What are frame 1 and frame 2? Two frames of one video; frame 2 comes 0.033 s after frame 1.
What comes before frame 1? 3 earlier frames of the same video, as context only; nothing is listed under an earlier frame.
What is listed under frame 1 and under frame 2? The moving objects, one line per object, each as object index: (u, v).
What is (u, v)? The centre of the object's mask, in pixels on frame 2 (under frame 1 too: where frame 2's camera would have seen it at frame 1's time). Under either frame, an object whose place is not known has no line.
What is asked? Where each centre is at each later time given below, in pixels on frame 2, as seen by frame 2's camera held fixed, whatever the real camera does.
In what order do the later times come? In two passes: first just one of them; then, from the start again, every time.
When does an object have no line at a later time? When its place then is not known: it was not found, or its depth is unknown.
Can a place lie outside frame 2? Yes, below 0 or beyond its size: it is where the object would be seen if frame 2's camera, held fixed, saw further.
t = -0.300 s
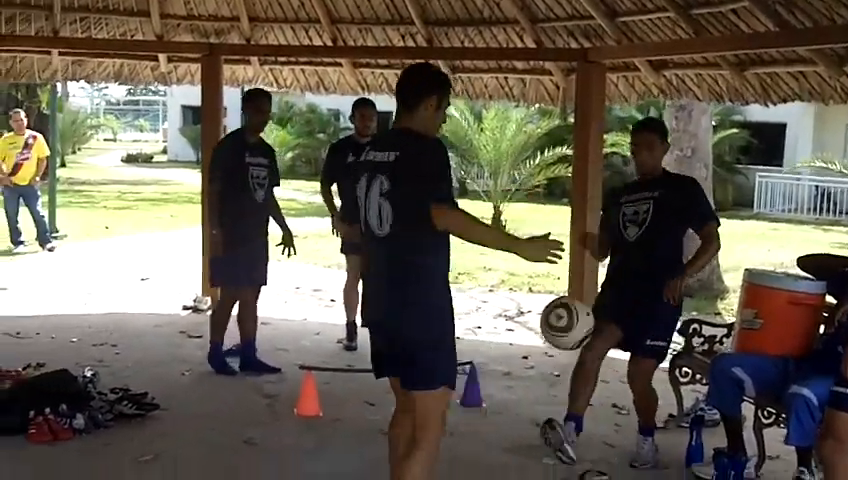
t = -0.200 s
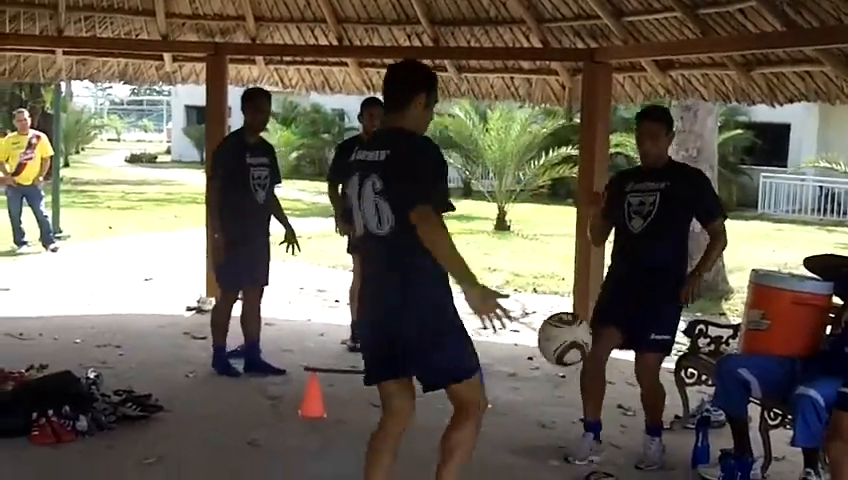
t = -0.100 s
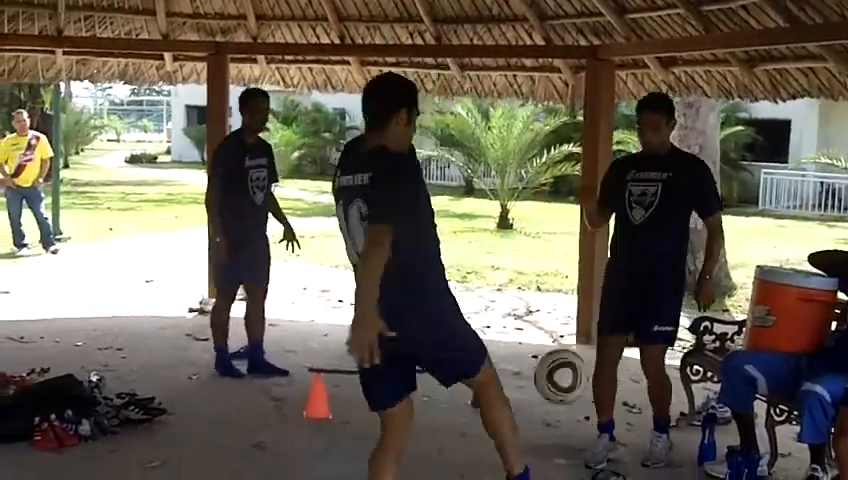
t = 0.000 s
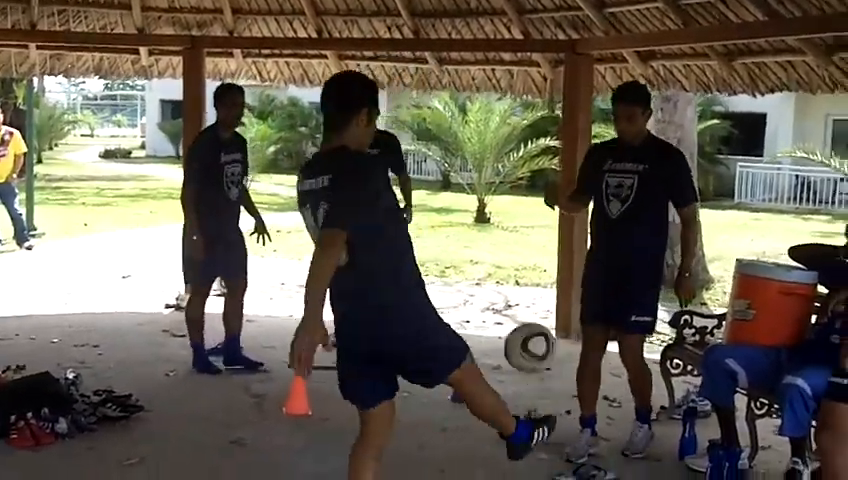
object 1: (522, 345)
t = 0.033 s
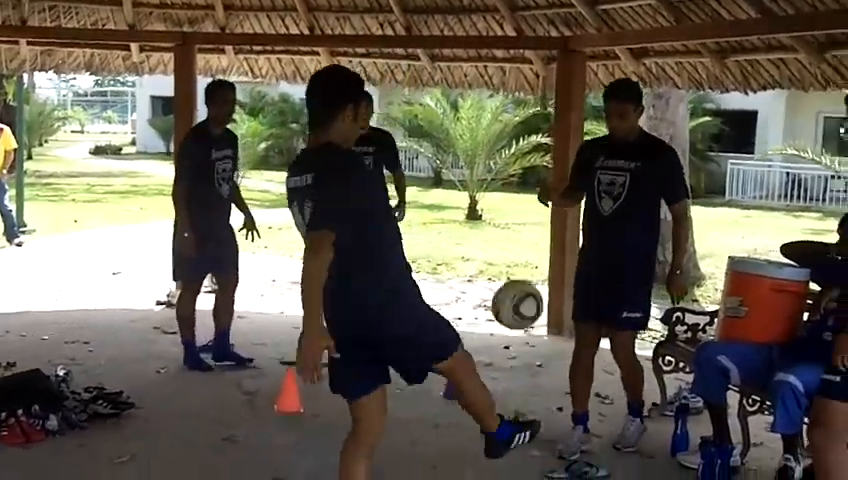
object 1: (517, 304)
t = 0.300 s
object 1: (483, 101)
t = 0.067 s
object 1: (512, 269)
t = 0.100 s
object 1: (508, 236)
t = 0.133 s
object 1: (503, 205)
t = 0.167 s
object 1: (499, 180)
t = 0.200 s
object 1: (496, 156)
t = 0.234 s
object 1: (491, 135)
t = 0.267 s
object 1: (487, 116)
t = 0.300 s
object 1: (483, 101)
